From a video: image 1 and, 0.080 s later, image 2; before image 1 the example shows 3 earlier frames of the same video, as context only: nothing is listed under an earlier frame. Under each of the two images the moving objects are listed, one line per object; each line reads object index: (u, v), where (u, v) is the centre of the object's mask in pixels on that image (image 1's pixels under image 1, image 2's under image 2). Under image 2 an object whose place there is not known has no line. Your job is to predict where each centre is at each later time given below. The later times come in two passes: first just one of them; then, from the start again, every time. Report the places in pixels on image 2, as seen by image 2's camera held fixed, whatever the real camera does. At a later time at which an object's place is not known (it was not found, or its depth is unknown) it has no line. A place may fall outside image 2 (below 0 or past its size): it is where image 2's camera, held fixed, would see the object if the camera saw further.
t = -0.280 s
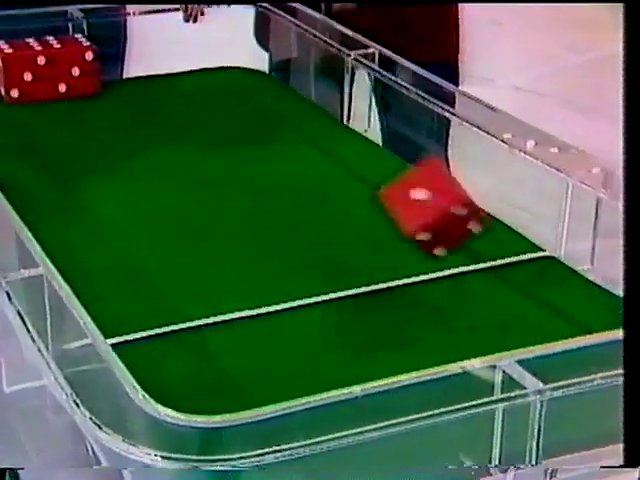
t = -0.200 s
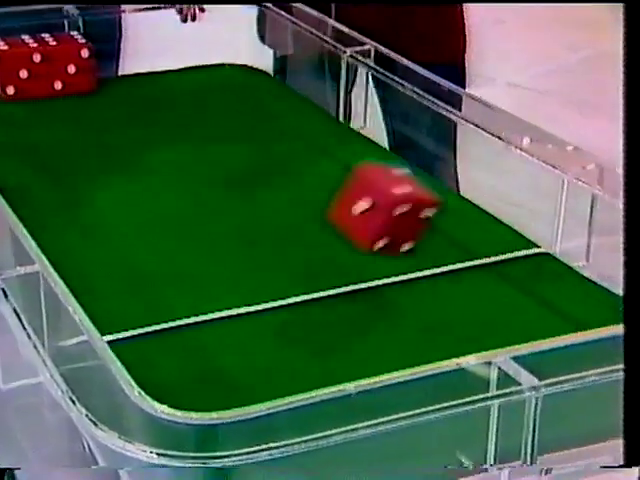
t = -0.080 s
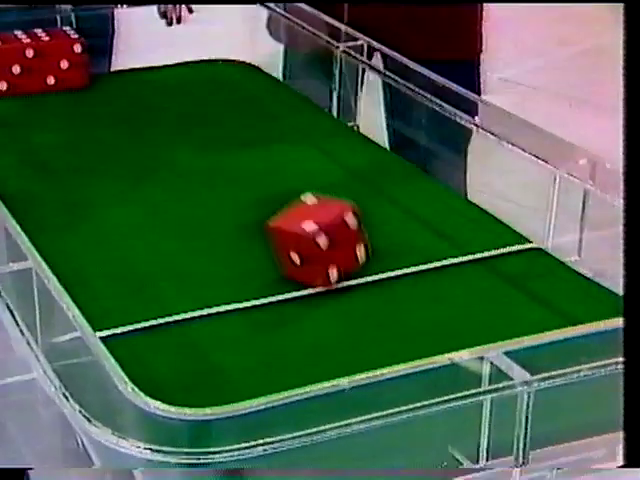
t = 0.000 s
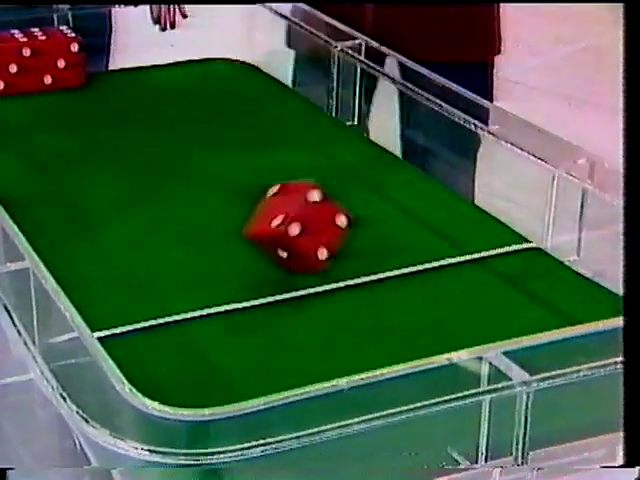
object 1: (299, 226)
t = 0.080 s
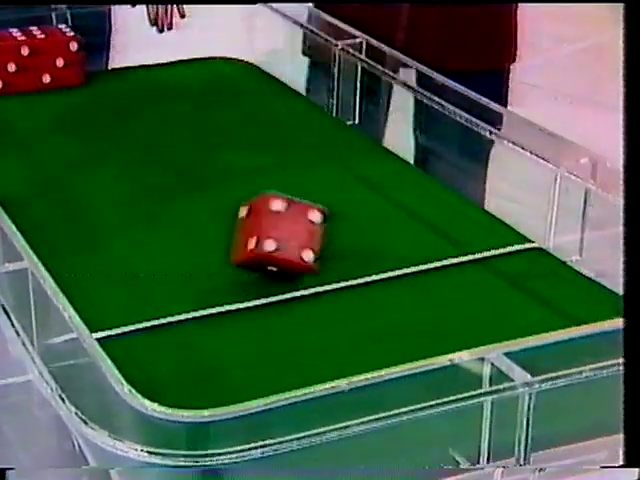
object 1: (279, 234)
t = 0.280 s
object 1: (234, 251)
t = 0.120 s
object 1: (267, 233)
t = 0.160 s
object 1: (254, 240)
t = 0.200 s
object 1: (245, 242)
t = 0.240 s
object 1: (239, 245)
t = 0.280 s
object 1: (234, 251)
